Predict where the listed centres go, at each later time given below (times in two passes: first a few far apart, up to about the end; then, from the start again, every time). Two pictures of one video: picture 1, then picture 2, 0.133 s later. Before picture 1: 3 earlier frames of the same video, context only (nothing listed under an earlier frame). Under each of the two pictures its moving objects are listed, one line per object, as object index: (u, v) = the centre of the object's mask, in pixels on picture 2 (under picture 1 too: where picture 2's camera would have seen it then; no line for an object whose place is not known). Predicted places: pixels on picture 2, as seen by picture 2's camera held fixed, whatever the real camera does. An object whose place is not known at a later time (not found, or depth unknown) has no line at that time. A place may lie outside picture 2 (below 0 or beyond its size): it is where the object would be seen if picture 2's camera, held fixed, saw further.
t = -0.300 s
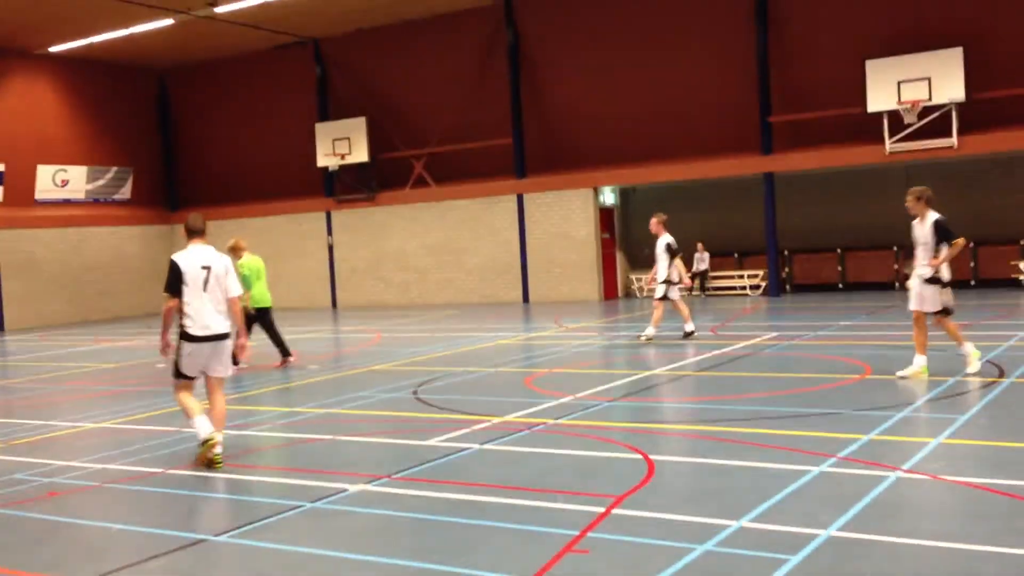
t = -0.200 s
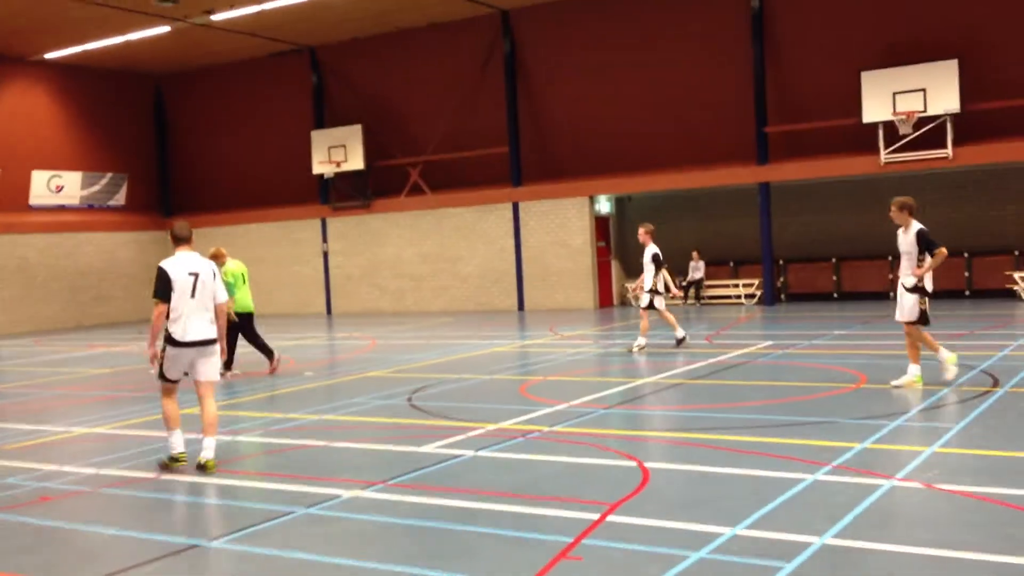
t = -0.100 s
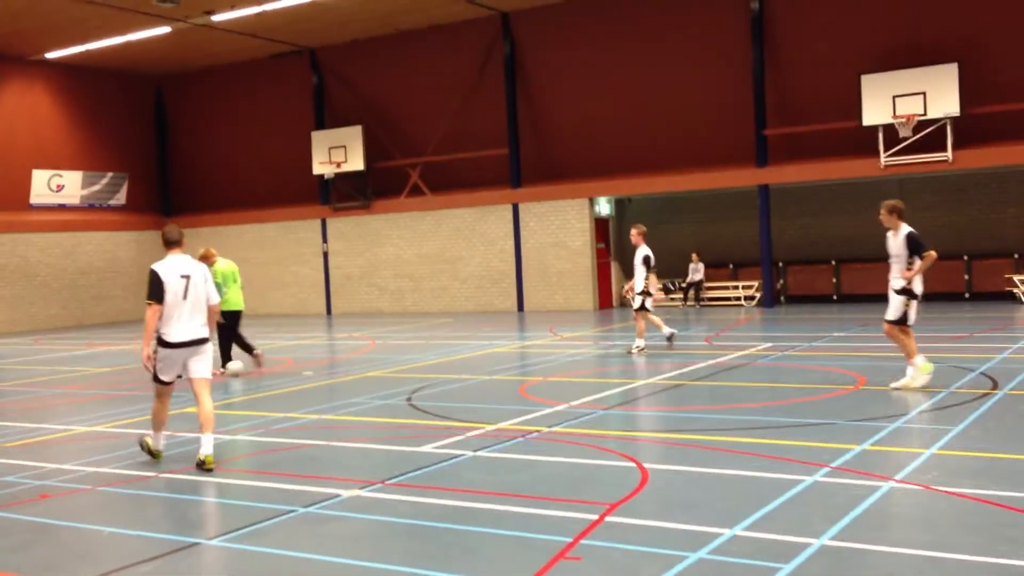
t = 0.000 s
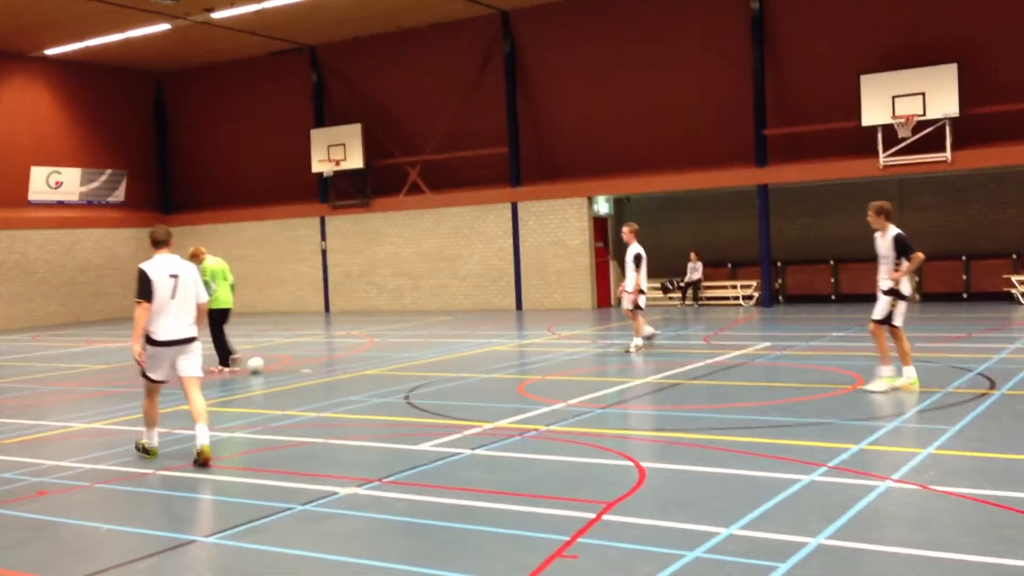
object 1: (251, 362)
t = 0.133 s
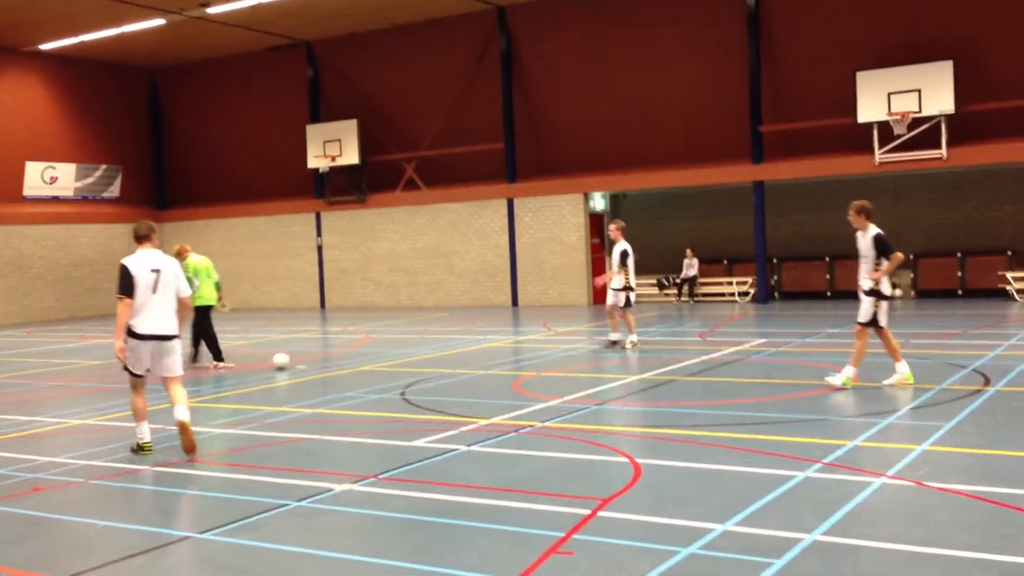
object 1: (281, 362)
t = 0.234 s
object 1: (303, 360)
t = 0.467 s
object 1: (356, 361)
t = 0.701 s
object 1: (411, 361)
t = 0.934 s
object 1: (466, 361)
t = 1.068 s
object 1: (498, 361)
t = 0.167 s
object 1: (288, 361)
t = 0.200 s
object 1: (296, 360)
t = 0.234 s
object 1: (303, 360)
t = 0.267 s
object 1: (311, 360)
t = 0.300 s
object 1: (318, 360)
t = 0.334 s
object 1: (325, 361)
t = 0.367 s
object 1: (333, 361)
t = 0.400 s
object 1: (341, 361)
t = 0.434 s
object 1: (348, 360)
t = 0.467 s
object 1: (356, 361)
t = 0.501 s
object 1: (363, 361)
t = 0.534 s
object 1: (371, 361)
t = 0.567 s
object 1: (378, 361)
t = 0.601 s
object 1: (387, 361)
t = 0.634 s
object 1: (394, 361)
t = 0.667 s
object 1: (403, 361)
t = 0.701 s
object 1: (411, 361)
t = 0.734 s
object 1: (418, 361)
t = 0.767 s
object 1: (426, 360)
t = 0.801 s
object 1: (434, 361)
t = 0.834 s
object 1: (441, 361)
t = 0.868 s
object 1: (449, 361)
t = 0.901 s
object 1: (457, 361)
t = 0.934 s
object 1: (466, 361)
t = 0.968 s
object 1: (474, 360)
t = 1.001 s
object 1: (482, 361)
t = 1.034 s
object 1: (489, 361)
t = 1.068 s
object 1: (498, 361)
